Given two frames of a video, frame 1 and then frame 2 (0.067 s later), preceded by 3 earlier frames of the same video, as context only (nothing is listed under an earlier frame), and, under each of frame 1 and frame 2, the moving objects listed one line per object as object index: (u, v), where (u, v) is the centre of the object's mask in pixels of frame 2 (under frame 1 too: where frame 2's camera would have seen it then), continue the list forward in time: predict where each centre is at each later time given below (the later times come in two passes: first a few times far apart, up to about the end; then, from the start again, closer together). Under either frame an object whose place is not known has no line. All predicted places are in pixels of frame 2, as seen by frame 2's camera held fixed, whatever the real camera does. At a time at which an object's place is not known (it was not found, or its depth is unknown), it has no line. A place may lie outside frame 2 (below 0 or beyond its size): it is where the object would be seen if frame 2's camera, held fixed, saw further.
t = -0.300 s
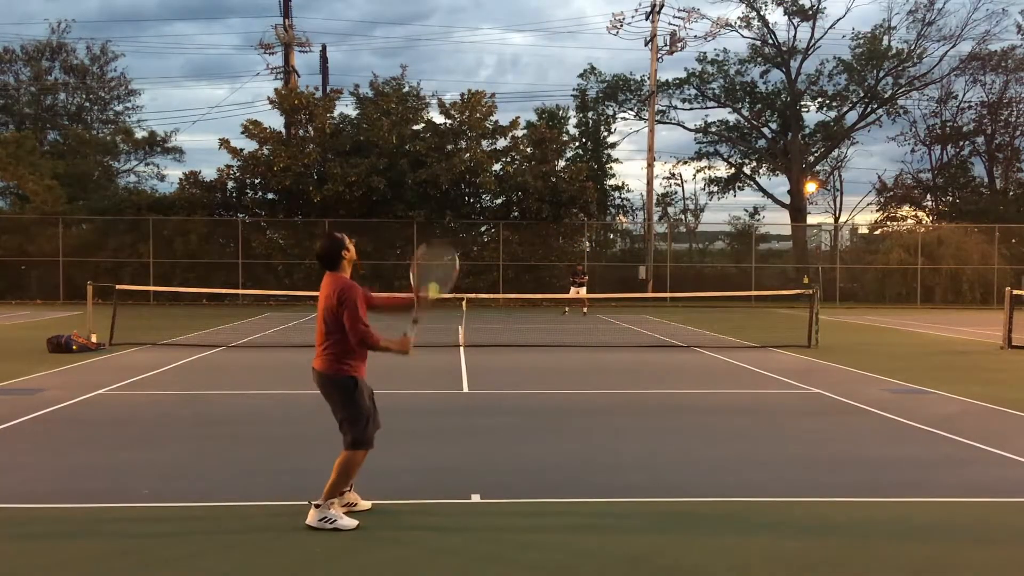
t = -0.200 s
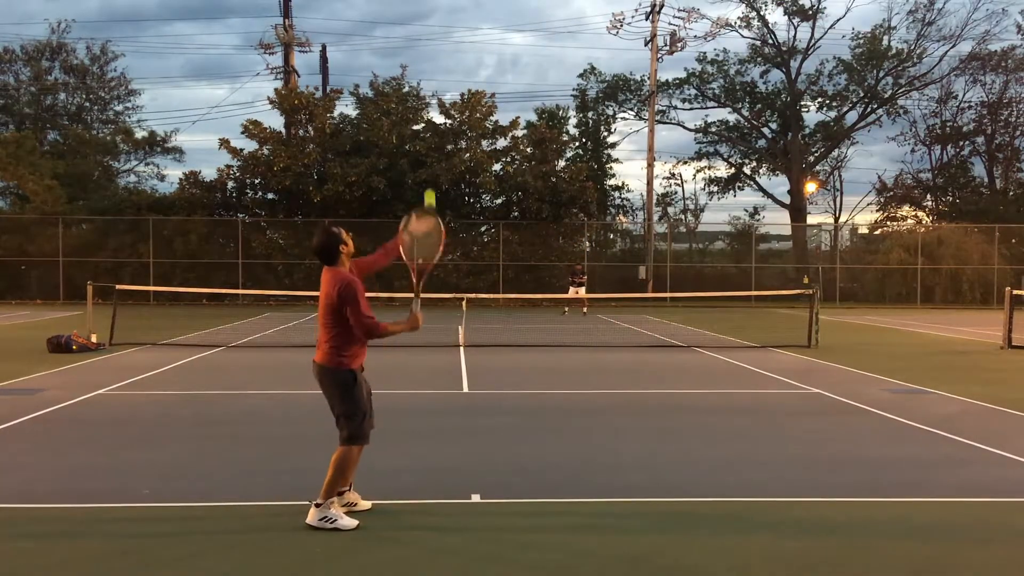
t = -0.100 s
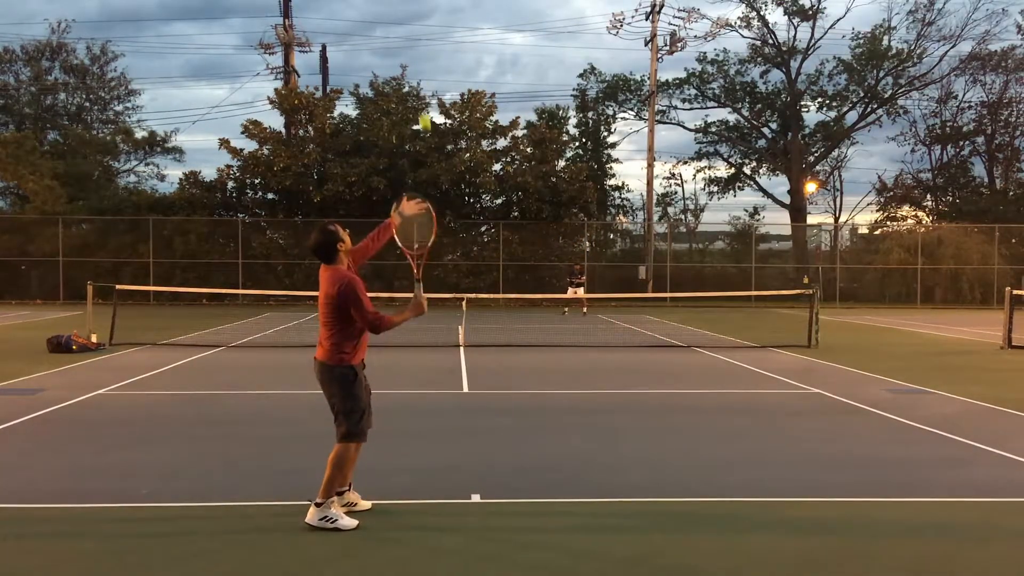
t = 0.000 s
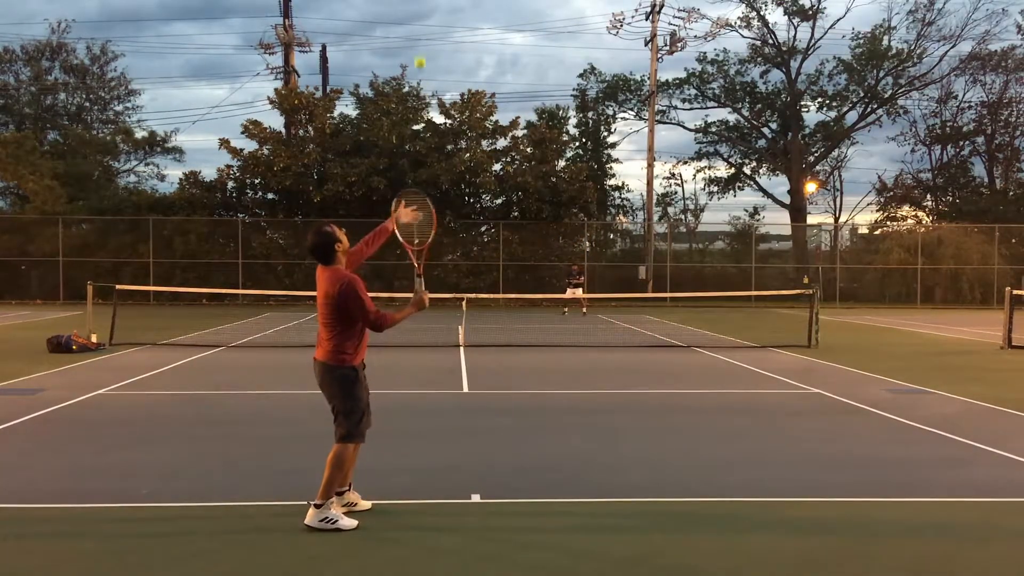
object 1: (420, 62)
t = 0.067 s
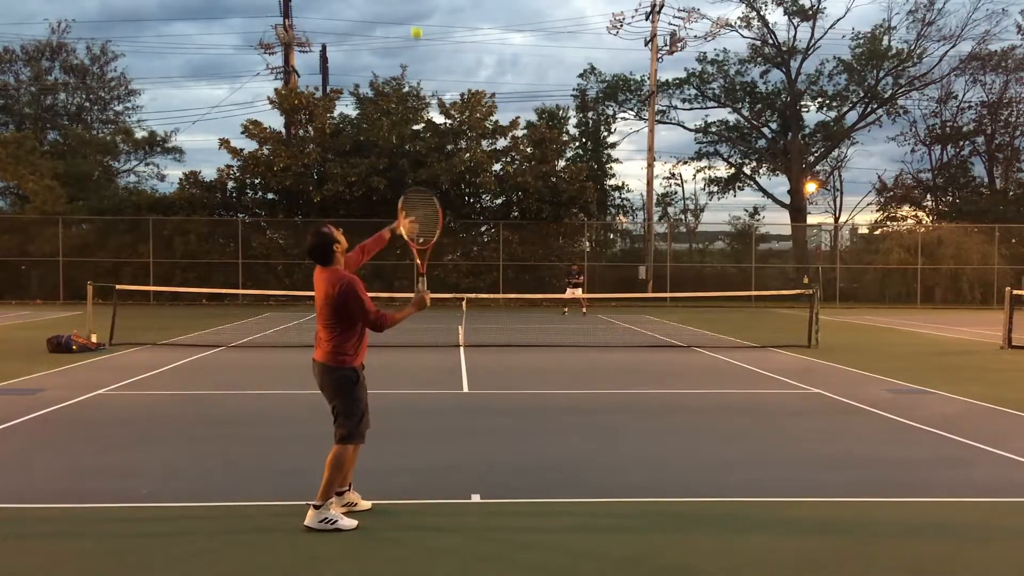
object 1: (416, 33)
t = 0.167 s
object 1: (412, 4)
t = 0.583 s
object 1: (393, 53)
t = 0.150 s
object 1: (412, 6)
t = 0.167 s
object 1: (412, 4)
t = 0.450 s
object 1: (398, 6)
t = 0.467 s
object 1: (398, 10)
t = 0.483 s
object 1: (397, 13)
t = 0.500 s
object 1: (396, 20)
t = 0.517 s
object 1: (395, 25)
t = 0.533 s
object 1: (395, 32)
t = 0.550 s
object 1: (394, 39)
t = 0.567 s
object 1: (393, 45)
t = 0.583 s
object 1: (393, 53)
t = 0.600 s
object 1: (392, 61)
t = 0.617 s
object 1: (391, 70)
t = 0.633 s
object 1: (390, 79)
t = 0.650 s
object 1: (389, 88)
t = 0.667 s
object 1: (389, 98)
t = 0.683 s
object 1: (388, 108)
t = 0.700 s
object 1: (387, 119)
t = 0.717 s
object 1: (386, 130)
